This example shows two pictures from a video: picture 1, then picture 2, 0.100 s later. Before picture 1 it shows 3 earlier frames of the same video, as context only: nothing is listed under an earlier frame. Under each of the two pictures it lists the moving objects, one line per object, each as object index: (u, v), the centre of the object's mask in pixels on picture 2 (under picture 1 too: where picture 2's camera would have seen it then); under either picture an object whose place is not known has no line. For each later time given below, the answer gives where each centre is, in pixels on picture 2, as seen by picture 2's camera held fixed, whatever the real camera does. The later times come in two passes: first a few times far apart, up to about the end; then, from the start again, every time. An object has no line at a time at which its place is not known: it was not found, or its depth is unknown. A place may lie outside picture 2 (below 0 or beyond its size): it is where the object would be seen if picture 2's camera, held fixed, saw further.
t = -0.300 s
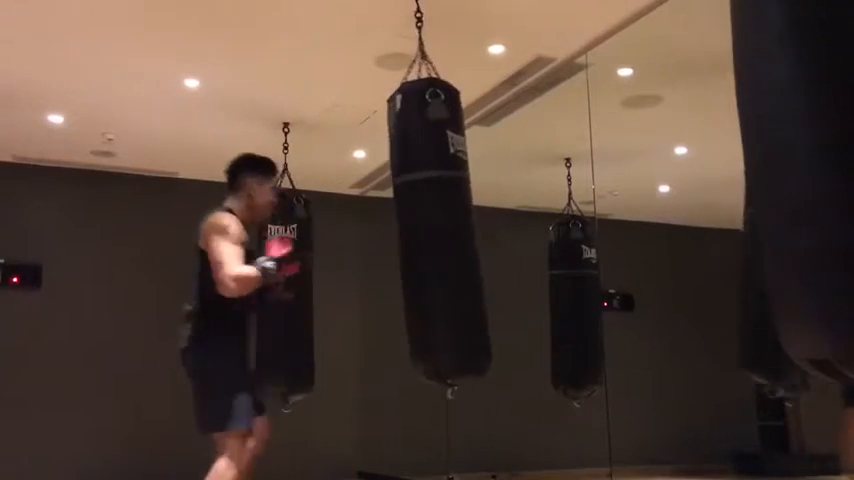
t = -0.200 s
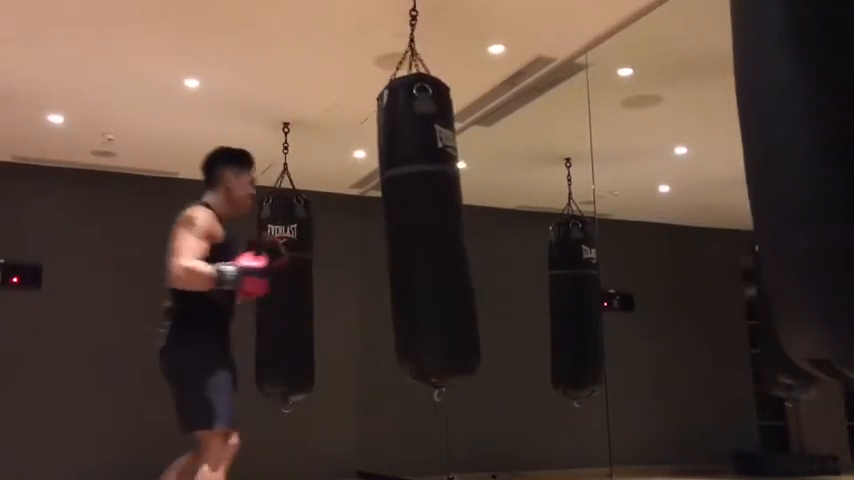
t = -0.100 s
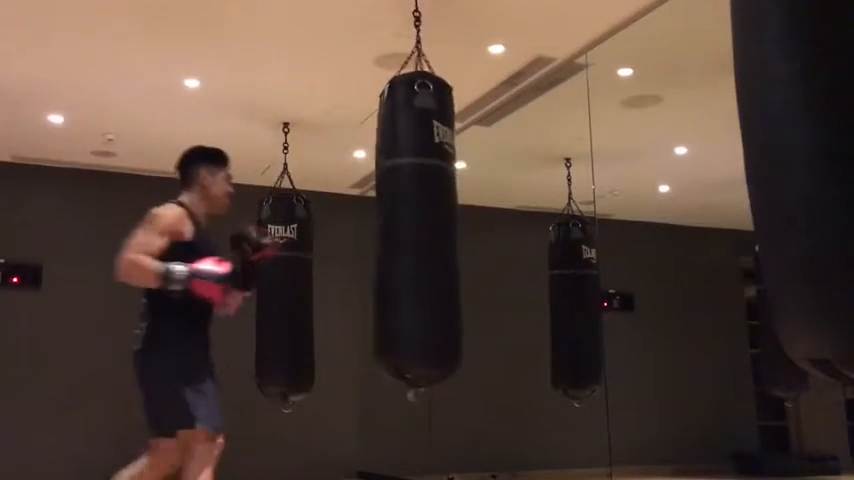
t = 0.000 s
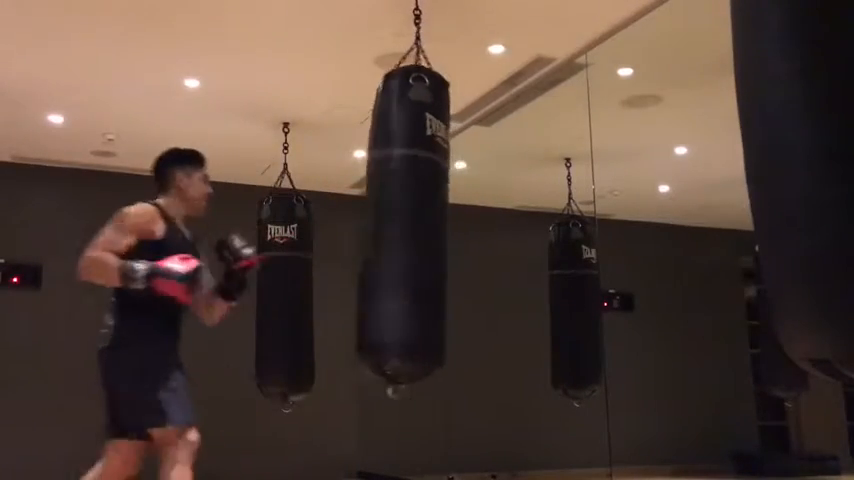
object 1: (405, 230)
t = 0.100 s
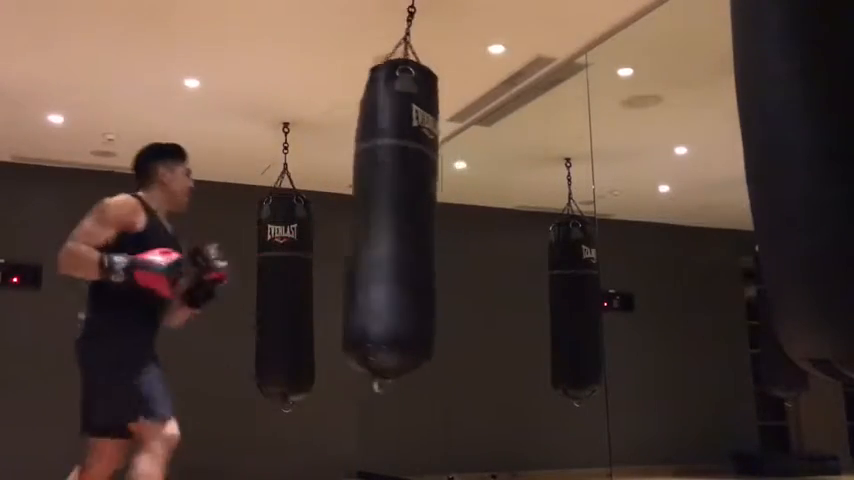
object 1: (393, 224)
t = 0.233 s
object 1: (382, 217)
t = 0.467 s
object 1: (373, 213)
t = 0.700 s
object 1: (386, 220)
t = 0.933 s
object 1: (409, 233)
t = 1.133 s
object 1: (431, 235)
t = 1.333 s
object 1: (447, 231)
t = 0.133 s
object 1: (390, 222)
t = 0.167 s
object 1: (387, 219)
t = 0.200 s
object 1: (385, 218)
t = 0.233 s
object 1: (382, 217)
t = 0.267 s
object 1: (380, 216)
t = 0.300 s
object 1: (378, 215)
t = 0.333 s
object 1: (377, 214)
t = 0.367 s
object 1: (375, 213)
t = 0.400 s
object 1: (373, 213)
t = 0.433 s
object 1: (373, 213)
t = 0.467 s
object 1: (373, 213)
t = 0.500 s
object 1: (373, 214)
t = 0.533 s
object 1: (375, 215)
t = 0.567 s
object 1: (376, 216)
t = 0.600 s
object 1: (379, 216)
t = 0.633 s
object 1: (381, 218)
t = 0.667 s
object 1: (383, 219)
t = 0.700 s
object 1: (386, 220)
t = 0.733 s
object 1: (388, 223)
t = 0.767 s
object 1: (391, 225)
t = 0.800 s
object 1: (394, 227)
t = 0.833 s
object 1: (398, 230)
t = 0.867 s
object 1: (402, 231)
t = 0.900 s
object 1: (406, 232)
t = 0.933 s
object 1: (409, 233)
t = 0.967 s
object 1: (413, 233)
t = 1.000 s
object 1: (417, 234)
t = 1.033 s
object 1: (420, 234)
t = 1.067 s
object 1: (424, 235)
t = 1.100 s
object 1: (427, 235)
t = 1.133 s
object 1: (431, 235)
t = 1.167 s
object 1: (435, 235)
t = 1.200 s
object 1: (437, 234)
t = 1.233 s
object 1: (440, 234)
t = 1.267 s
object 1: (443, 233)
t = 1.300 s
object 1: (445, 232)
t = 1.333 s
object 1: (447, 231)
